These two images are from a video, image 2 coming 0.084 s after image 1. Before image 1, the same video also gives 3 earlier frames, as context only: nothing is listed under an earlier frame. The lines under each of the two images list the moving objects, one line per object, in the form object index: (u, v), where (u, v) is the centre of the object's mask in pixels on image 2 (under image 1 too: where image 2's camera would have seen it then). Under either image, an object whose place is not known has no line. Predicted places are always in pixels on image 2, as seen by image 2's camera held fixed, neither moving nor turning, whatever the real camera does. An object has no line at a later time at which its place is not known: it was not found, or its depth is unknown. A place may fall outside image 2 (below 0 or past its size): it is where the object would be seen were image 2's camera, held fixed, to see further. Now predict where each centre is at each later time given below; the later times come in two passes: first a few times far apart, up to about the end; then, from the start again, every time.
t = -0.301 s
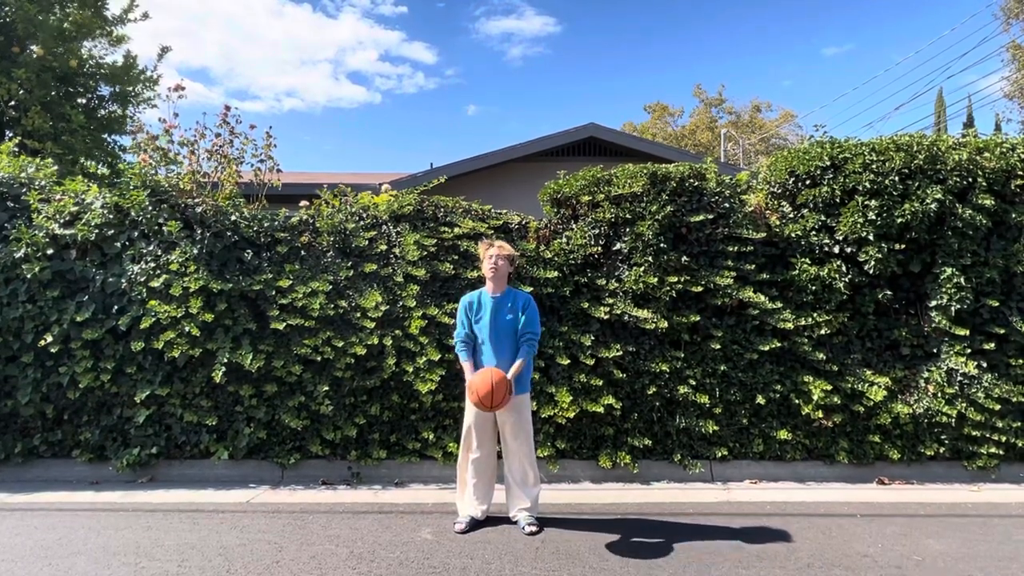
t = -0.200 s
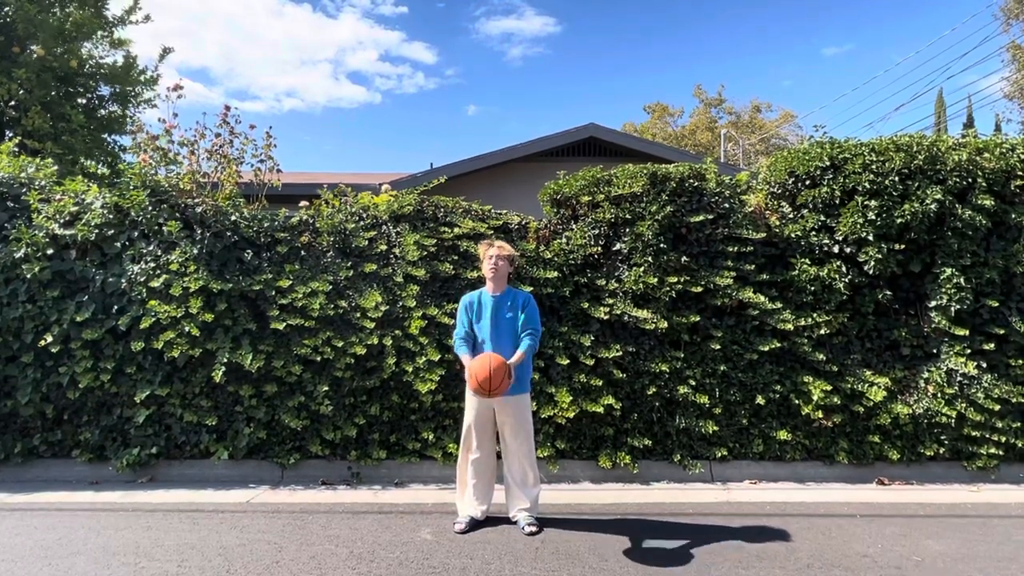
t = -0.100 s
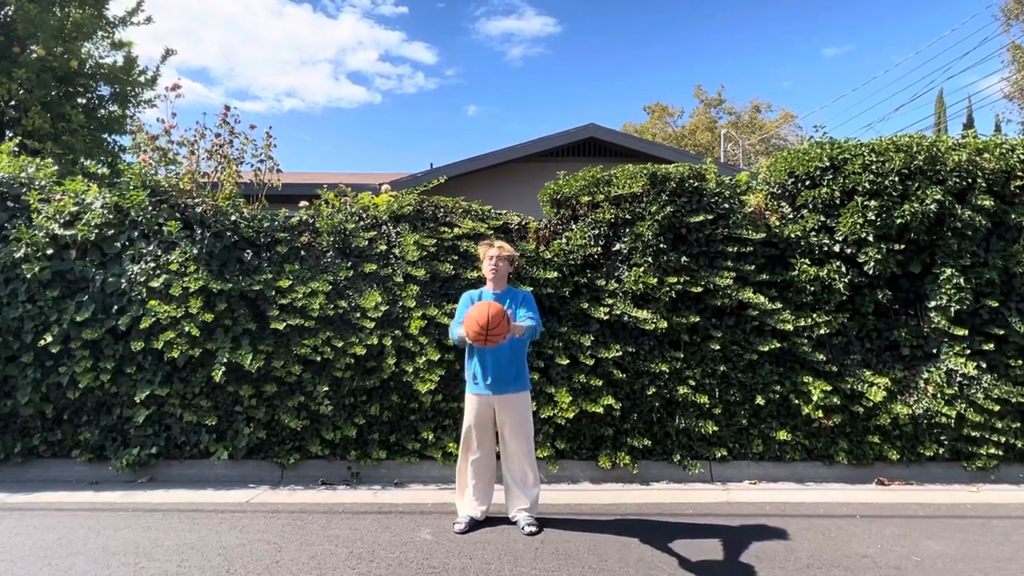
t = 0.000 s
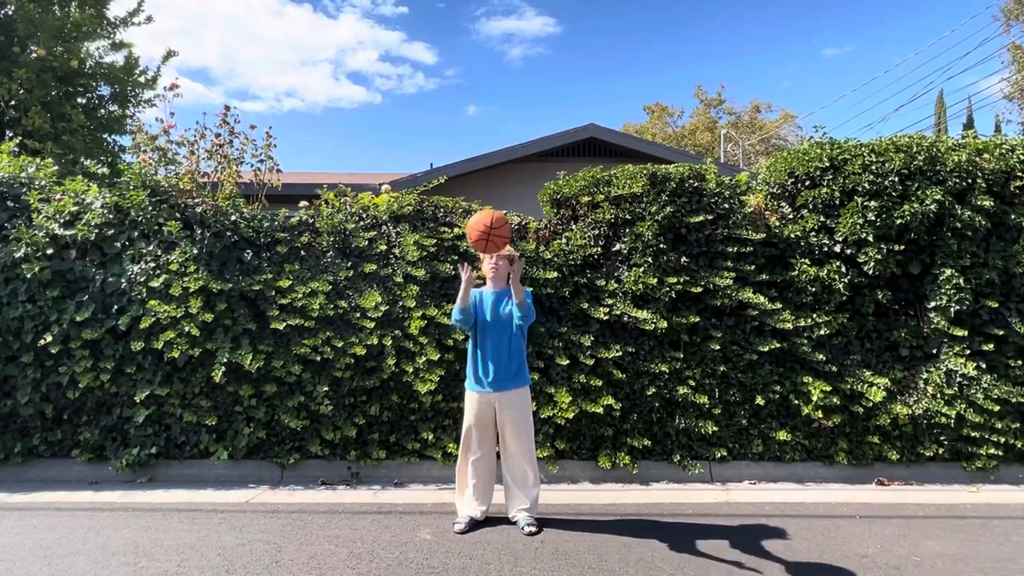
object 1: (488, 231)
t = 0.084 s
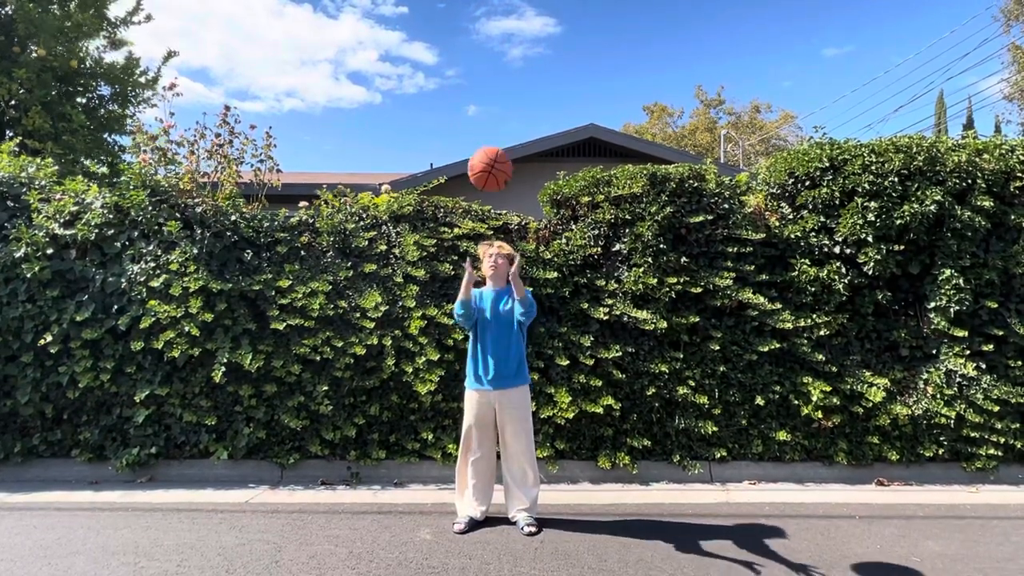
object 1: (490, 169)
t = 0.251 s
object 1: (492, 85)
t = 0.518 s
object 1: (494, 56)
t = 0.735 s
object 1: (495, 117)
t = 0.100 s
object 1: (490, 158)
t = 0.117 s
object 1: (490, 148)
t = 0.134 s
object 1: (490, 138)
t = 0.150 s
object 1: (491, 129)
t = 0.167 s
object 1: (491, 120)
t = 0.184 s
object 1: (491, 112)
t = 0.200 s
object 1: (492, 105)
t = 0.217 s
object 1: (492, 98)
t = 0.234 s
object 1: (492, 91)
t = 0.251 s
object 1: (492, 85)
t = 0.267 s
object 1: (492, 80)
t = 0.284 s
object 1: (492, 75)
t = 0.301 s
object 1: (492, 71)
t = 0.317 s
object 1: (493, 67)
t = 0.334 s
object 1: (493, 63)
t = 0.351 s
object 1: (493, 60)
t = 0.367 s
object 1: (493, 58)
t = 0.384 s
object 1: (493, 56)
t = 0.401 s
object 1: (494, 54)
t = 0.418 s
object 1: (494, 53)
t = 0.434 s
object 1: (494, 52)
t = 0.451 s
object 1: (494, 52)
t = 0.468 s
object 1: (494, 52)
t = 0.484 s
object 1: (494, 53)
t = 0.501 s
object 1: (494, 54)
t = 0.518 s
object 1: (494, 56)
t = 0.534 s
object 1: (494, 58)
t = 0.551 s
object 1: (494, 61)
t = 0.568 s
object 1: (494, 63)
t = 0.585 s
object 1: (495, 67)
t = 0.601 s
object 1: (495, 71)
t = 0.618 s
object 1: (495, 75)
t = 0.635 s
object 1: (495, 80)
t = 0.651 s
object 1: (495, 85)
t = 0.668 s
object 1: (495, 91)
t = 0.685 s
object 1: (495, 97)
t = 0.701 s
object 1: (495, 103)
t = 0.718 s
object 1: (495, 110)
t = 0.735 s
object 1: (495, 117)
